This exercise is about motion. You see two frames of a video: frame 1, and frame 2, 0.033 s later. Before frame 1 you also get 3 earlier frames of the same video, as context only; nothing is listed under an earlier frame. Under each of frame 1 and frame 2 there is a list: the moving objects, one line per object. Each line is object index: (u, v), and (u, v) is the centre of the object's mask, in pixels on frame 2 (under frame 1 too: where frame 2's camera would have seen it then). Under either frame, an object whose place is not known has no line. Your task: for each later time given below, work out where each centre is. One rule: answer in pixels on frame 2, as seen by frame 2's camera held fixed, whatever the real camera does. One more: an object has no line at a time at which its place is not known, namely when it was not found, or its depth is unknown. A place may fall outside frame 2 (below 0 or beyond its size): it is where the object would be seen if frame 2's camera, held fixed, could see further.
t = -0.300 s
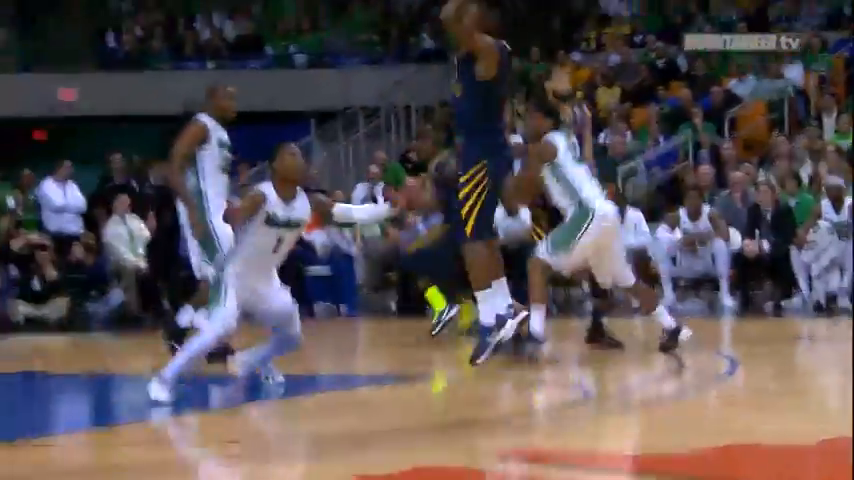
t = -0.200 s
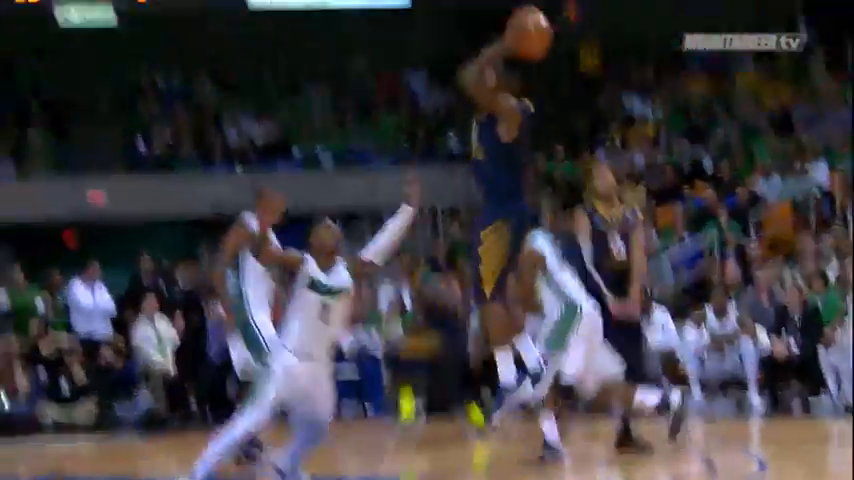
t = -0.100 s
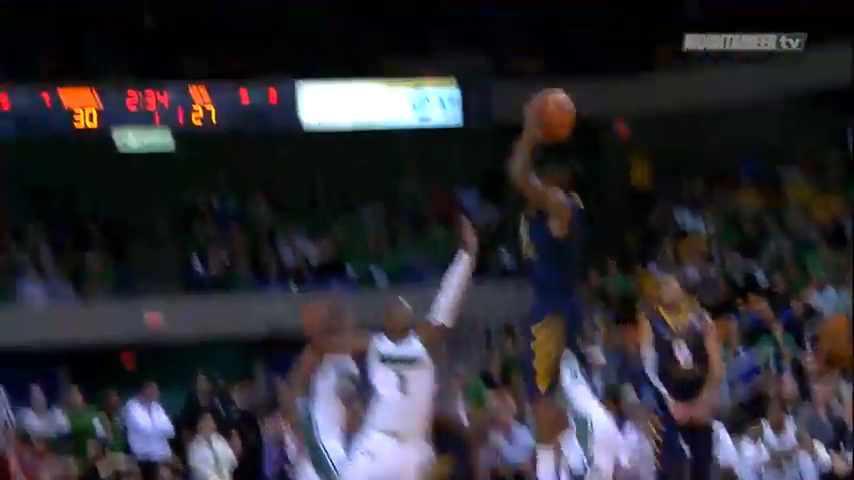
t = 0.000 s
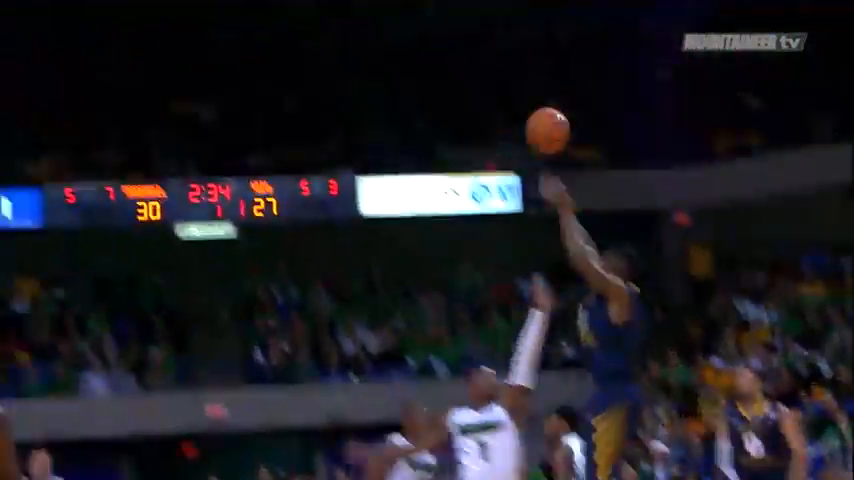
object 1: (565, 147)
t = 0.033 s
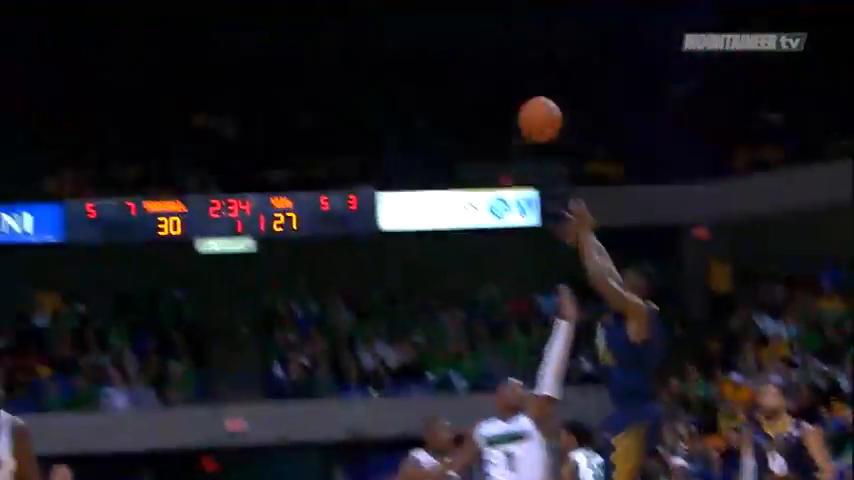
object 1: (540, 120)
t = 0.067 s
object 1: (515, 95)
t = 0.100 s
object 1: (491, 73)
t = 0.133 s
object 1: (468, 54)
